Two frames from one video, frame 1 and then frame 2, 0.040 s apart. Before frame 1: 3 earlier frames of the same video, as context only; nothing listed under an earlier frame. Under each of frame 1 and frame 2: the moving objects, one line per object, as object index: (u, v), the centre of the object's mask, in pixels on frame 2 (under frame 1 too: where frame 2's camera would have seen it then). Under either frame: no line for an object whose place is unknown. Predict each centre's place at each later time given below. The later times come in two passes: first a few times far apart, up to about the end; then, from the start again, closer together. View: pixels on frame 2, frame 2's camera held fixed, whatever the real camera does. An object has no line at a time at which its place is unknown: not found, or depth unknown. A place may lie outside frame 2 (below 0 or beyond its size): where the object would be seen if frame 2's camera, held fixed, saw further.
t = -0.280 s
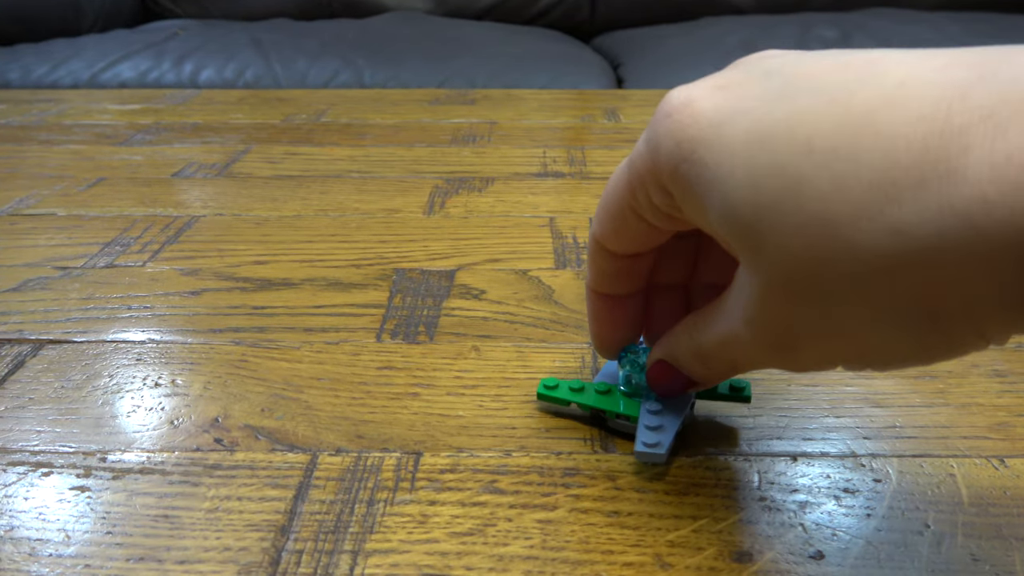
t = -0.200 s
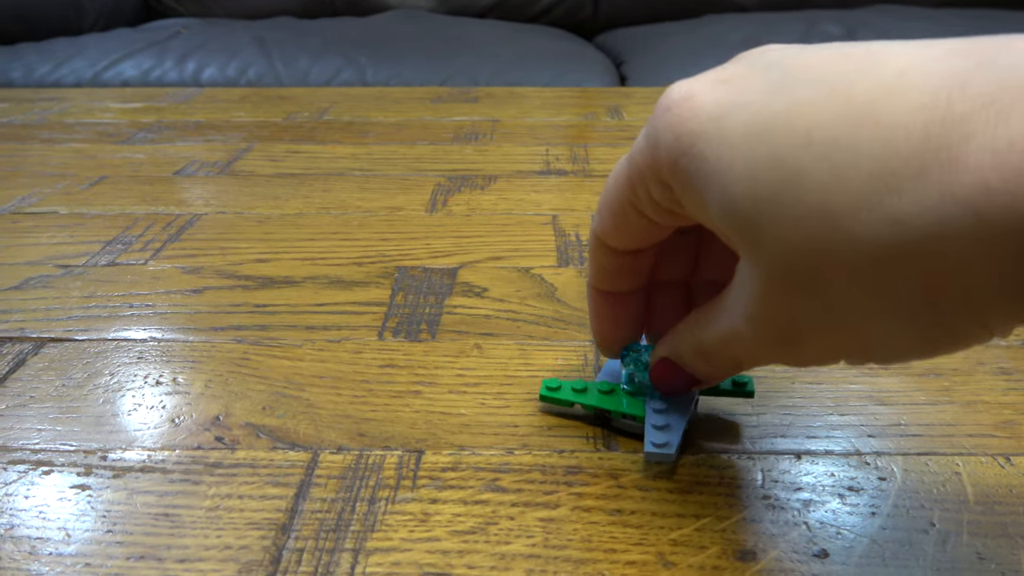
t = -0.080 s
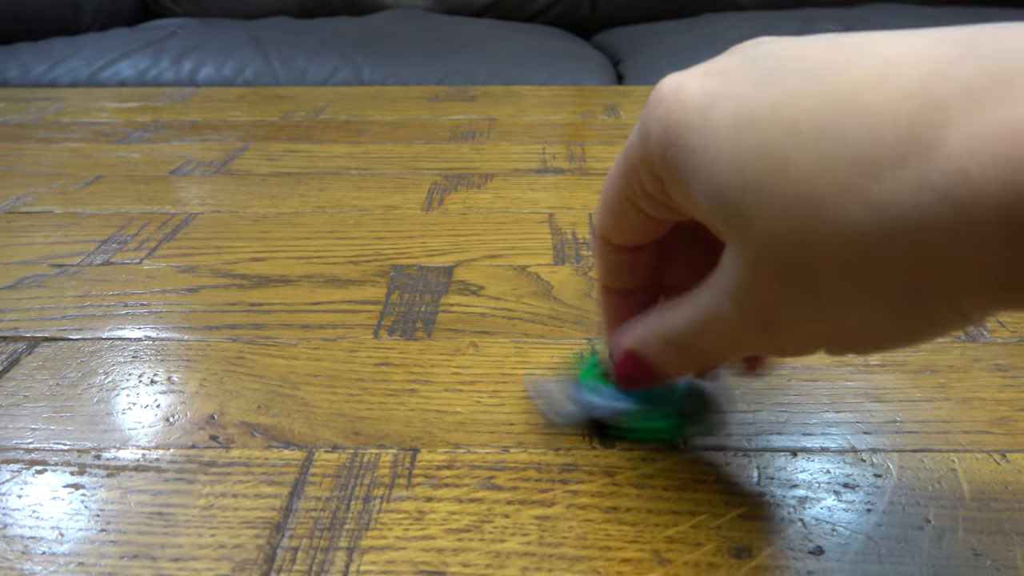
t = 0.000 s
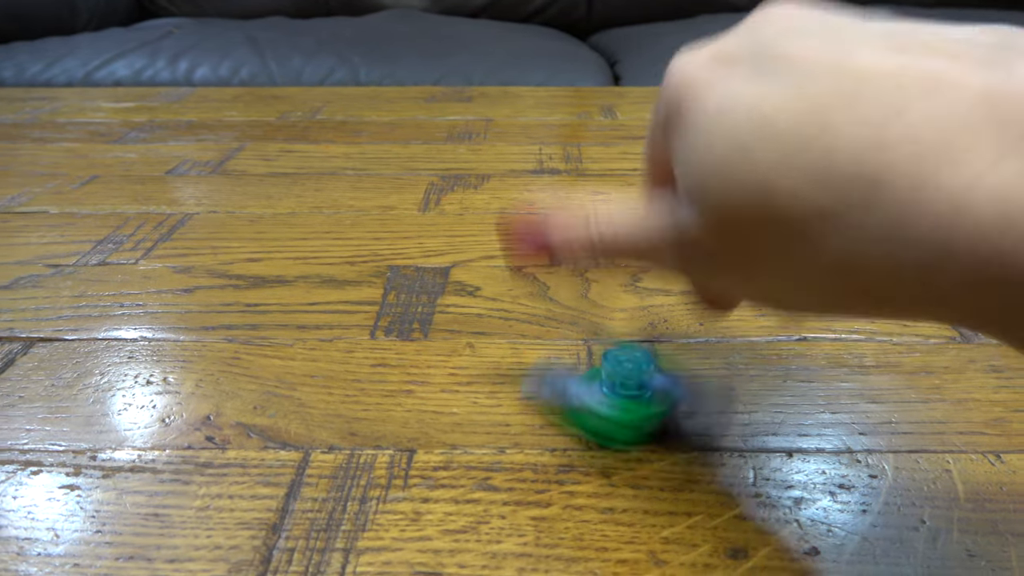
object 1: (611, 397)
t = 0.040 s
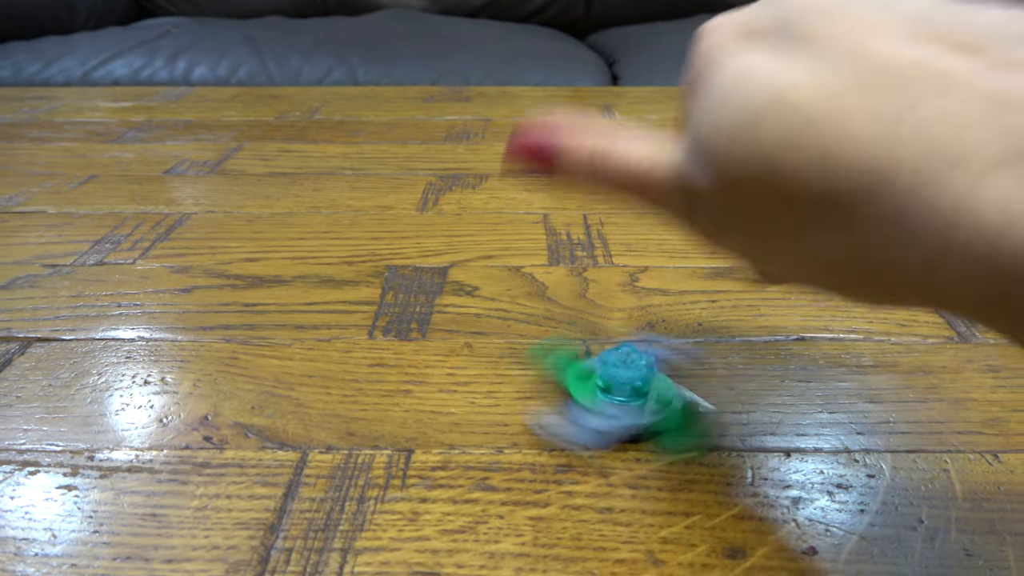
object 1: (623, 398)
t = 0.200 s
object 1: (617, 393)
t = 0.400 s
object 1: (597, 393)
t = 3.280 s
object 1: (606, 404)
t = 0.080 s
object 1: (620, 398)
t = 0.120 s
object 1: (616, 392)
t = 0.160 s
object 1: (617, 395)
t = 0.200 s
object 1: (617, 393)
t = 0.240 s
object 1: (611, 394)
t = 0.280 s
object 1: (609, 392)
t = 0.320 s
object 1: (598, 388)
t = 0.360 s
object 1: (598, 387)
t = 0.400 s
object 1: (597, 393)
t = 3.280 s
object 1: (606, 404)
